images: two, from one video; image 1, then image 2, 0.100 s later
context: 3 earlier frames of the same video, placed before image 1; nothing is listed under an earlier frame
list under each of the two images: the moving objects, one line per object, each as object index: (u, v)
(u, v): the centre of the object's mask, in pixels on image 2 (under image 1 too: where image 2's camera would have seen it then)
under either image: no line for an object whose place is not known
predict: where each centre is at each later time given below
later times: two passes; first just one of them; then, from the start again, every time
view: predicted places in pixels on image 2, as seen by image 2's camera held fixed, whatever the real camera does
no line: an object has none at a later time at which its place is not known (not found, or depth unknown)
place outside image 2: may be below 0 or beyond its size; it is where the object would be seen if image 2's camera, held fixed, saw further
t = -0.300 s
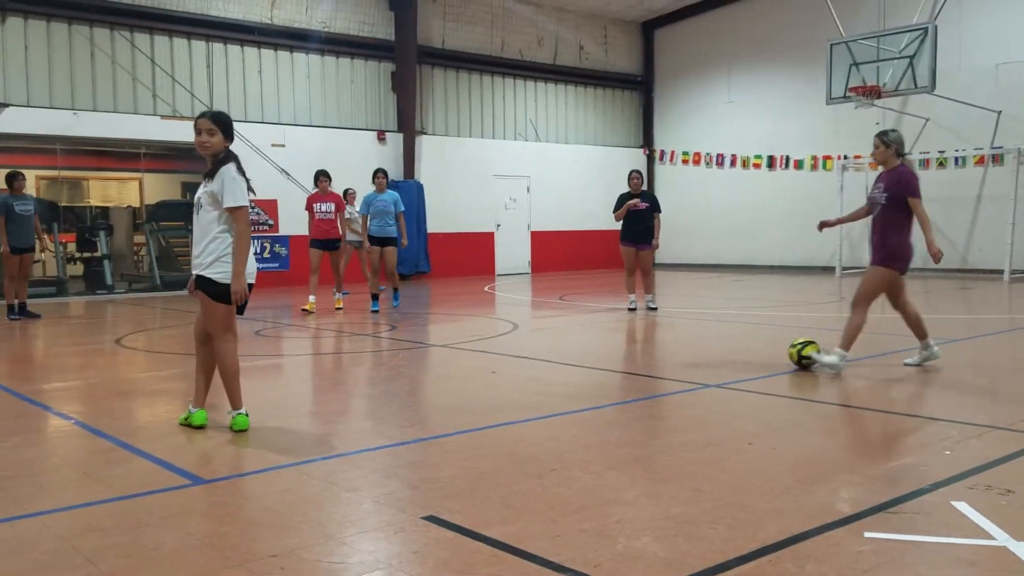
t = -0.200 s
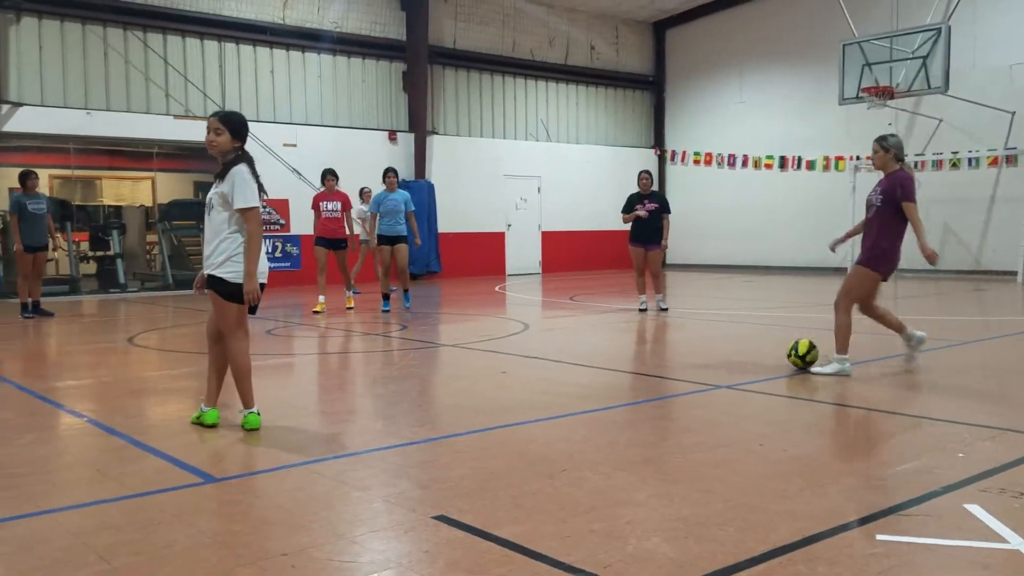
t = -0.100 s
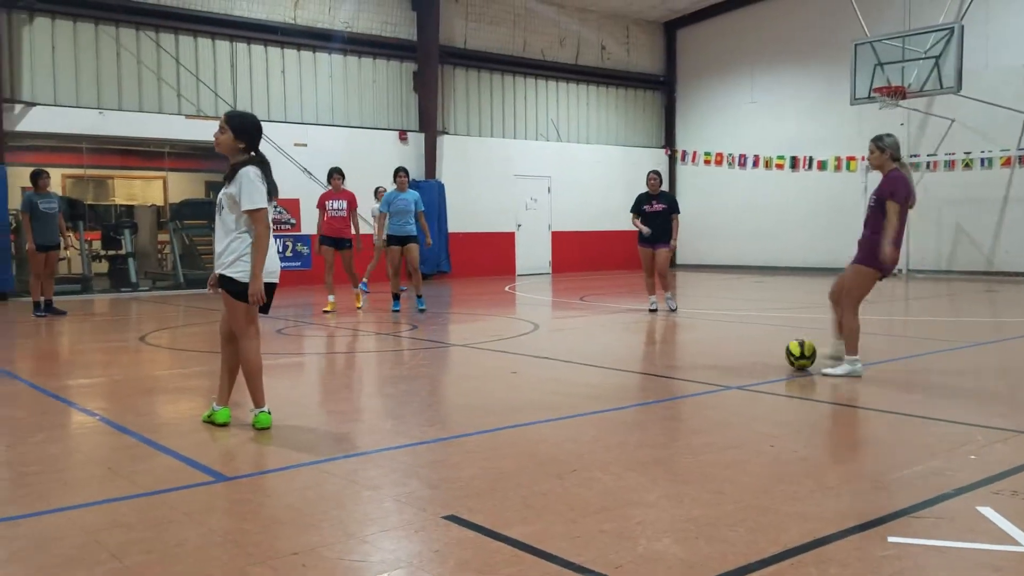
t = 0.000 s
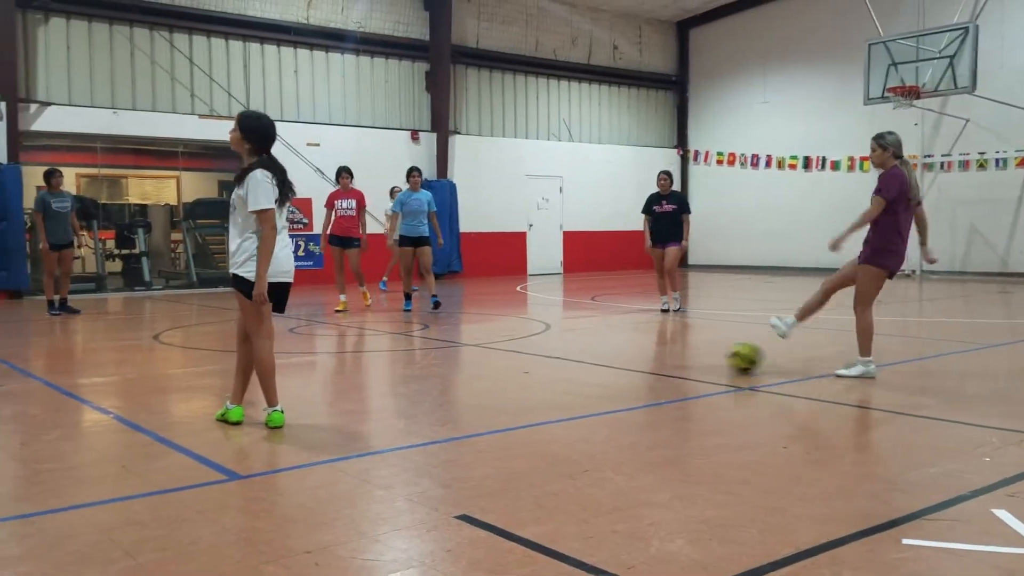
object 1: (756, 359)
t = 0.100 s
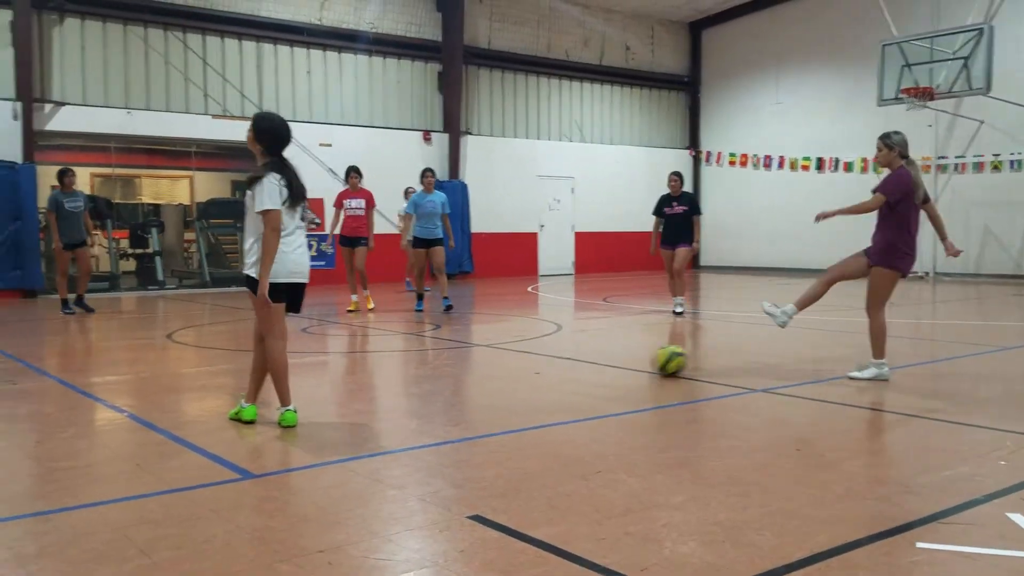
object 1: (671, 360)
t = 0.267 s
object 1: (539, 366)
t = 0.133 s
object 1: (642, 362)
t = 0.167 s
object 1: (615, 363)
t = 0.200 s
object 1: (588, 363)
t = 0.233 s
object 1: (563, 364)
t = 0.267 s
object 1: (539, 366)
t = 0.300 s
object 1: (515, 366)
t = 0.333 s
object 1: (491, 366)
